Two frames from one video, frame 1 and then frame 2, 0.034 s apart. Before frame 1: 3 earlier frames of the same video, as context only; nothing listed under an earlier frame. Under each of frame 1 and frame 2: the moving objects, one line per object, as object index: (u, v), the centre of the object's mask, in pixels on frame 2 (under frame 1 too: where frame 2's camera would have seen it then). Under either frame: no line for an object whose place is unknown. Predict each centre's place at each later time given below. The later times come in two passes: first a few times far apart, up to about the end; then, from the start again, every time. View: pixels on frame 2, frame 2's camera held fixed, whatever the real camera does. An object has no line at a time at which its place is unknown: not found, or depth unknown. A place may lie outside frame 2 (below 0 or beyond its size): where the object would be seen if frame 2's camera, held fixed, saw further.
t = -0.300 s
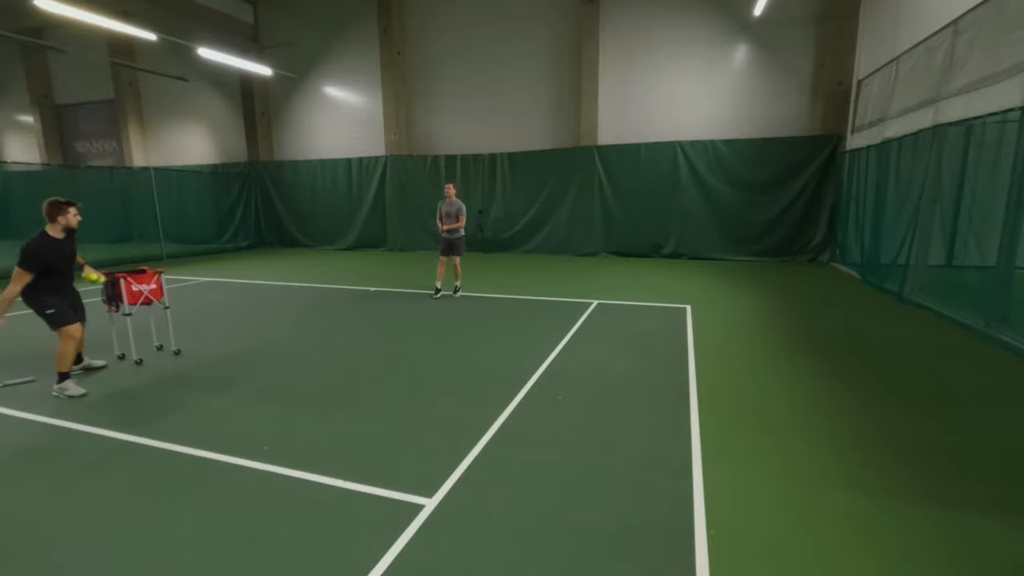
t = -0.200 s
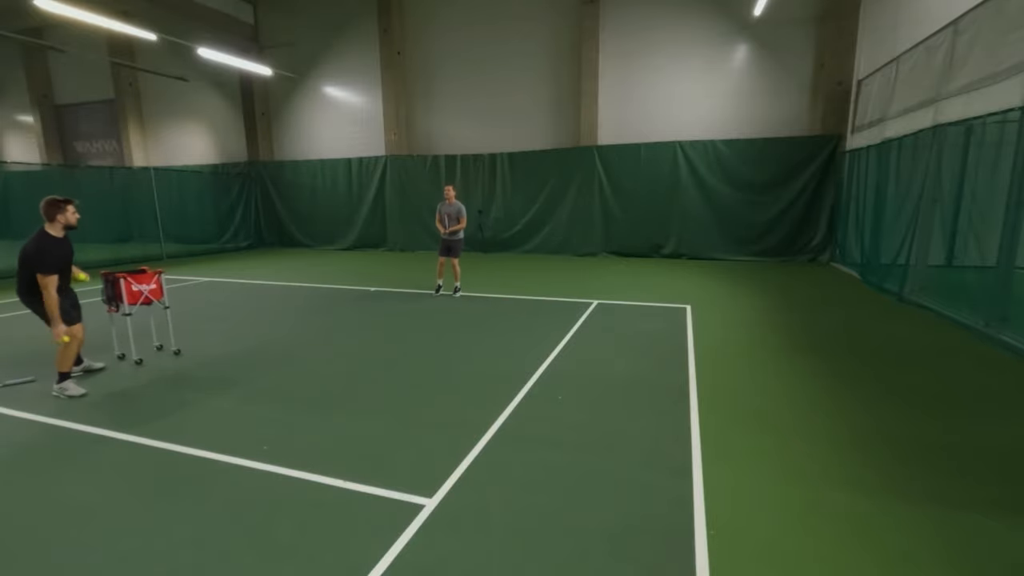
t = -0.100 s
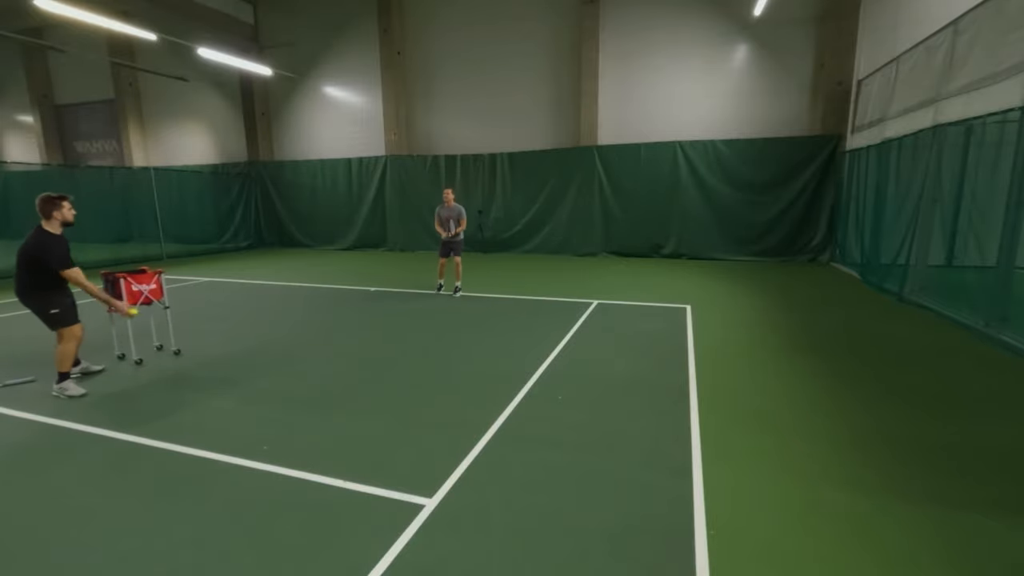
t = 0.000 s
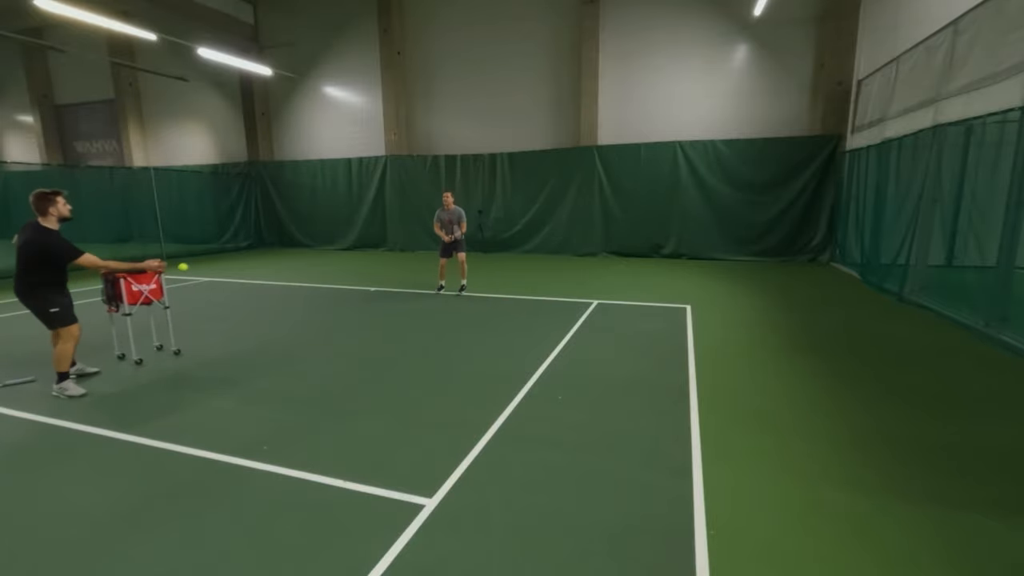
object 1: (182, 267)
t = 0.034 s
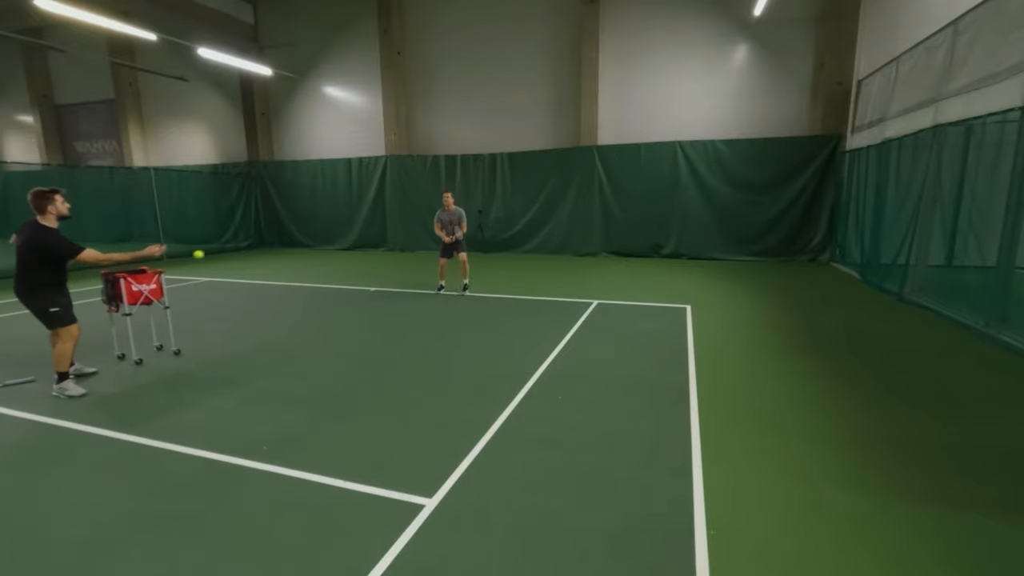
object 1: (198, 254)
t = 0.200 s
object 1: (271, 212)
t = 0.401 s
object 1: (348, 205)
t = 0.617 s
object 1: (418, 235)
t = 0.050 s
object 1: (206, 249)
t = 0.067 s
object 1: (213, 243)
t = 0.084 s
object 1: (221, 238)
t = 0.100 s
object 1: (229, 233)
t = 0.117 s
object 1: (236, 229)
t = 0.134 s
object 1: (243, 225)
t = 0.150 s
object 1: (250, 222)
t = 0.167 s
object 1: (257, 218)
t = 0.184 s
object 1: (264, 215)
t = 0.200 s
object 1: (271, 212)
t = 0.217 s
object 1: (278, 210)
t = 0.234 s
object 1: (285, 208)
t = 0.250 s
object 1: (291, 207)
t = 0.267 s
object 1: (298, 205)
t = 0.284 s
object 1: (305, 204)
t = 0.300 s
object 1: (311, 203)
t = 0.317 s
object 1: (317, 203)
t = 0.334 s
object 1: (324, 203)
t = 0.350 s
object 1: (330, 203)
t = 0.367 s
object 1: (336, 203)
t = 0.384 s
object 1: (342, 204)
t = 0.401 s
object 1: (348, 205)
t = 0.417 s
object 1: (354, 206)
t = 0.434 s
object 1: (360, 207)
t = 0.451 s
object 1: (366, 208)
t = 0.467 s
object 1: (371, 210)
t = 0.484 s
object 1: (377, 212)
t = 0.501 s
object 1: (382, 214)
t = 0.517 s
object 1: (388, 217)
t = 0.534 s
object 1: (393, 219)
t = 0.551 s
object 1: (398, 222)
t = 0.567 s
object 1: (403, 225)
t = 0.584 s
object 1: (408, 228)
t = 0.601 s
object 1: (414, 232)
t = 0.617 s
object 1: (418, 235)
